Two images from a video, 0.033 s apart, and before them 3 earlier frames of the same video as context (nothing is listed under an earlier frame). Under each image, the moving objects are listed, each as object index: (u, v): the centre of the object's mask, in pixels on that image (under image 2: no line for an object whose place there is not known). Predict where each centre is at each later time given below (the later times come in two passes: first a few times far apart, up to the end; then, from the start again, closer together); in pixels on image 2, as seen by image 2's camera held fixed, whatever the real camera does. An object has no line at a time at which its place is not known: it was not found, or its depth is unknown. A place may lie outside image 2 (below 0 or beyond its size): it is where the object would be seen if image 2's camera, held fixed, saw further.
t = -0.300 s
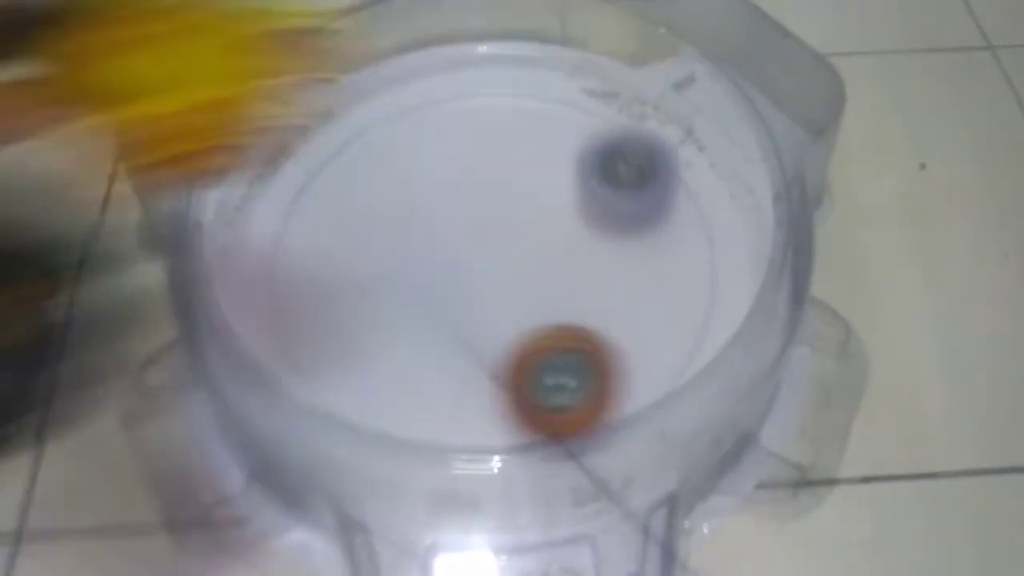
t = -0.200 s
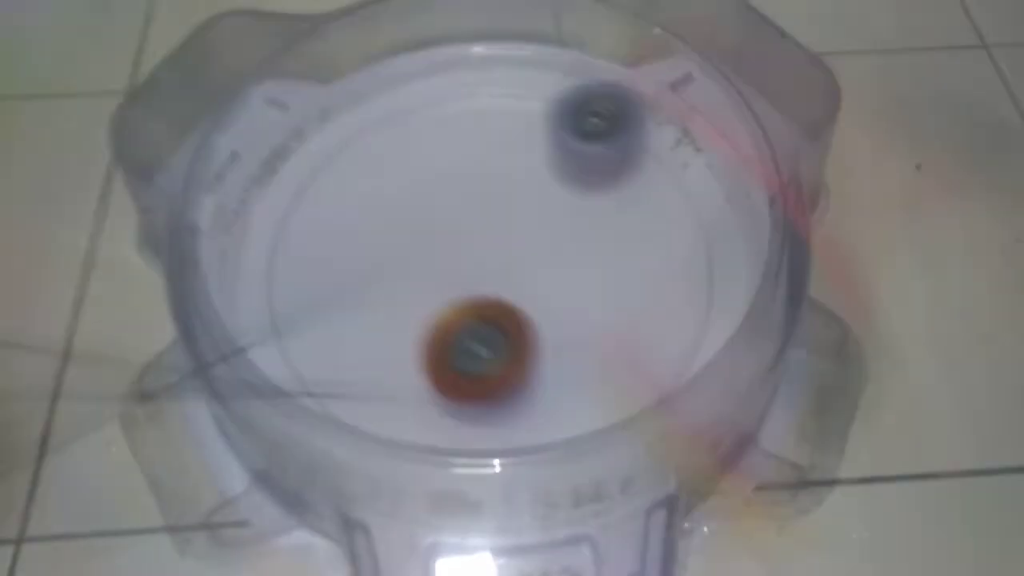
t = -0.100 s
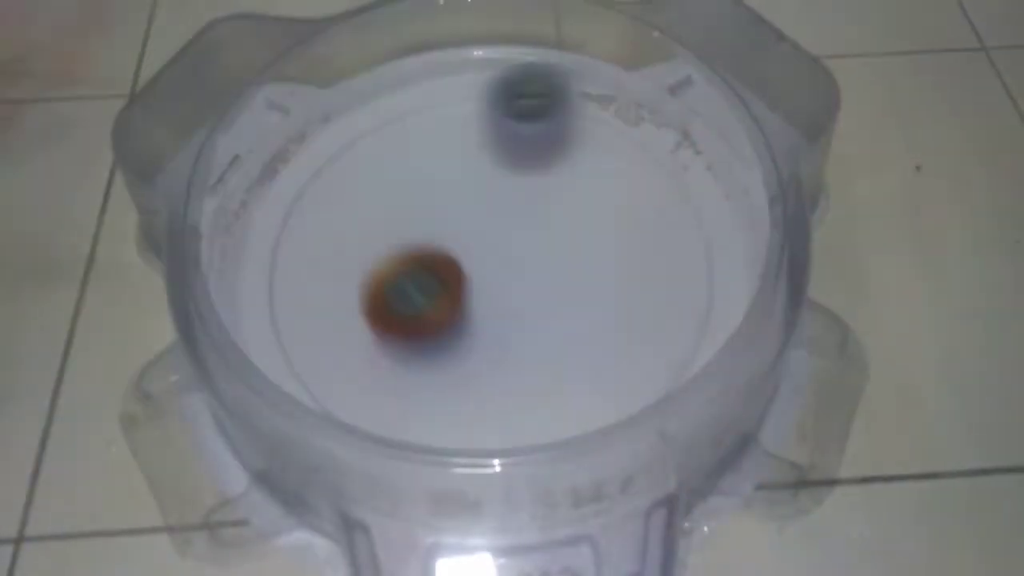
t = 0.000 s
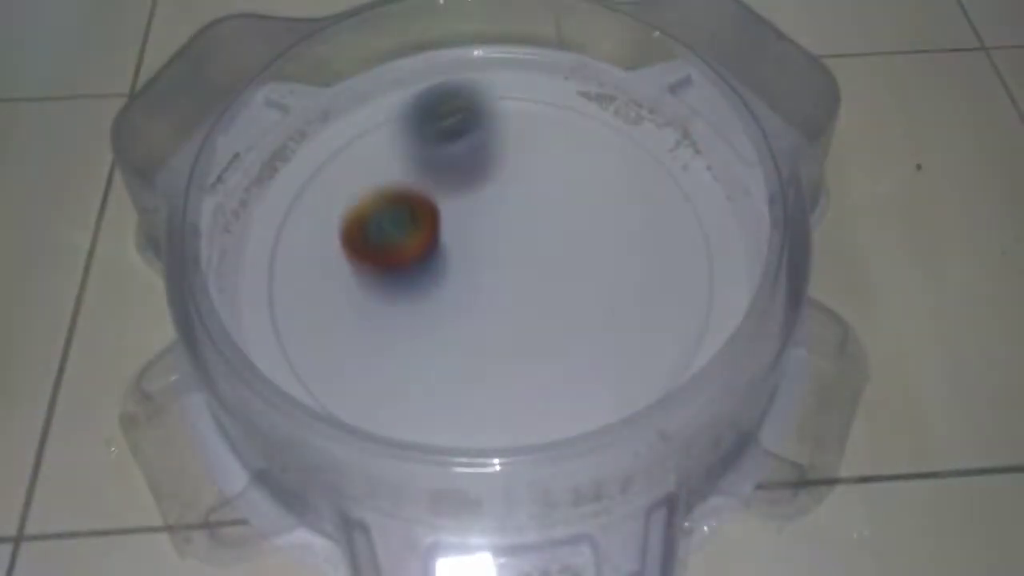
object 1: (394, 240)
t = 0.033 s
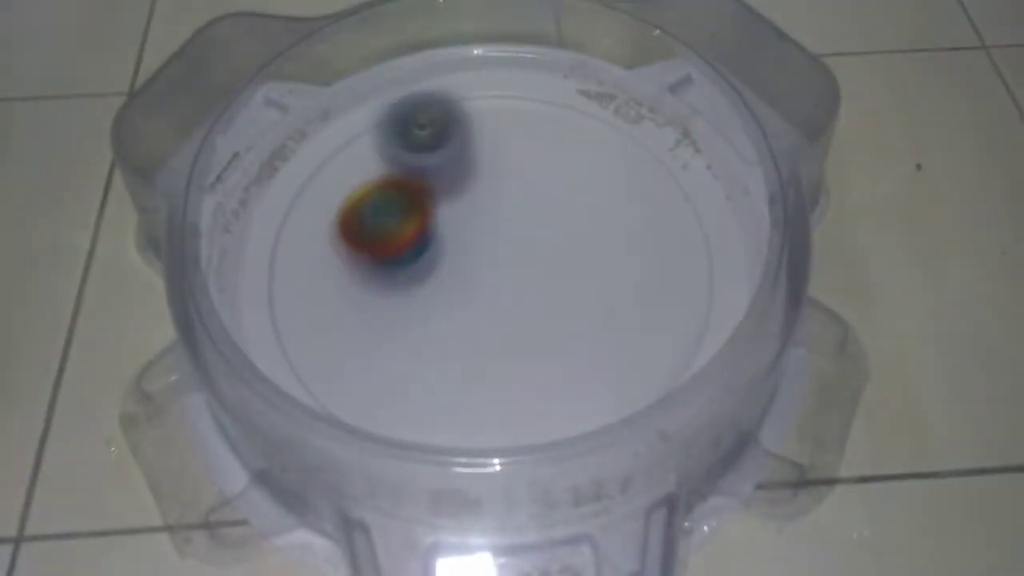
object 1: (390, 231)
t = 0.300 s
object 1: (348, 375)
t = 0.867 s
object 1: (498, 269)
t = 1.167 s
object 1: (455, 248)
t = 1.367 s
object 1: (315, 403)
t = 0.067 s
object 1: (370, 246)
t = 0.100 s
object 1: (355, 266)
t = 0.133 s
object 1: (345, 288)
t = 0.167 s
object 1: (338, 310)
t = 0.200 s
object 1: (335, 330)
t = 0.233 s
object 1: (335, 349)
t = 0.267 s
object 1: (340, 364)
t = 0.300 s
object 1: (348, 375)
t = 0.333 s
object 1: (357, 381)
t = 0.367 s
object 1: (368, 385)
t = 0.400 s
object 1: (380, 386)
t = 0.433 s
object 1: (388, 386)
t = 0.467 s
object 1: (392, 389)
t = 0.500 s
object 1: (397, 389)
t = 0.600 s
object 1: (420, 373)
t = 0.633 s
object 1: (430, 361)
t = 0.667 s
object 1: (441, 349)
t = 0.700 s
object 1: (452, 335)
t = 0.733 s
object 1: (463, 321)
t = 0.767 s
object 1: (474, 307)
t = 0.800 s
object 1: (484, 293)
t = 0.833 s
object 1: (492, 281)
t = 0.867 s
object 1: (498, 269)
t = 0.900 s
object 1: (503, 259)
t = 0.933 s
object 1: (506, 252)
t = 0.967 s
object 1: (506, 245)
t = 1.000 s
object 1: (504, 240)
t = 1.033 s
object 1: (501, 236)
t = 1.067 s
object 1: (496, 233)
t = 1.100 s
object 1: (490, 230)
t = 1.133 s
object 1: (482, 228)
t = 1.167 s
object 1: (455, 248)
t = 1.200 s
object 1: (413, 290)
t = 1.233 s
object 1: (368, 326)
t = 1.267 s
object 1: (331, 359)
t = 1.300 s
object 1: (308, 378)
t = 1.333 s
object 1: (297, 400)
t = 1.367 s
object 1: (315, 403)
